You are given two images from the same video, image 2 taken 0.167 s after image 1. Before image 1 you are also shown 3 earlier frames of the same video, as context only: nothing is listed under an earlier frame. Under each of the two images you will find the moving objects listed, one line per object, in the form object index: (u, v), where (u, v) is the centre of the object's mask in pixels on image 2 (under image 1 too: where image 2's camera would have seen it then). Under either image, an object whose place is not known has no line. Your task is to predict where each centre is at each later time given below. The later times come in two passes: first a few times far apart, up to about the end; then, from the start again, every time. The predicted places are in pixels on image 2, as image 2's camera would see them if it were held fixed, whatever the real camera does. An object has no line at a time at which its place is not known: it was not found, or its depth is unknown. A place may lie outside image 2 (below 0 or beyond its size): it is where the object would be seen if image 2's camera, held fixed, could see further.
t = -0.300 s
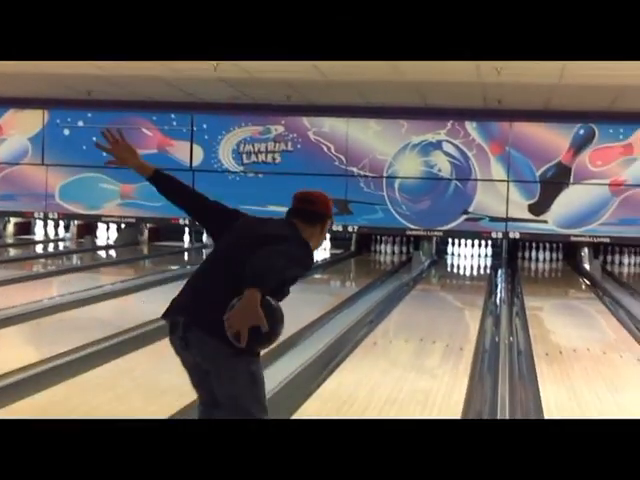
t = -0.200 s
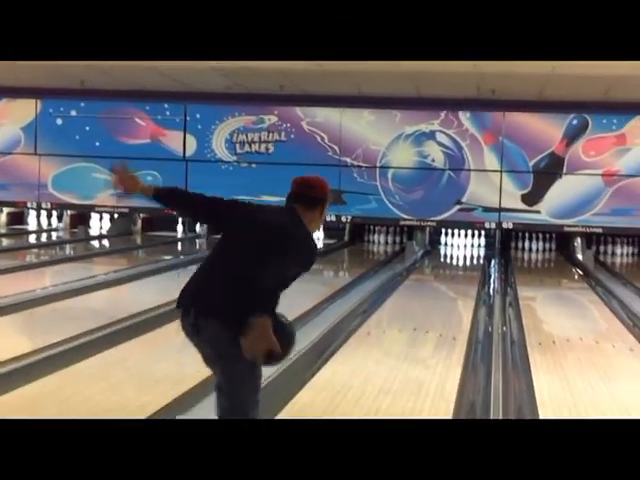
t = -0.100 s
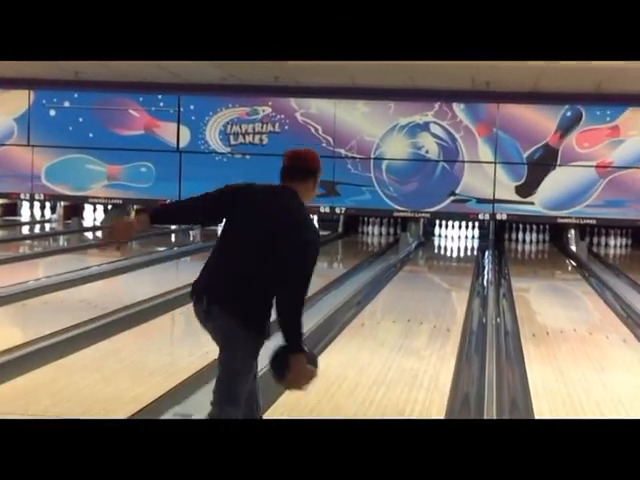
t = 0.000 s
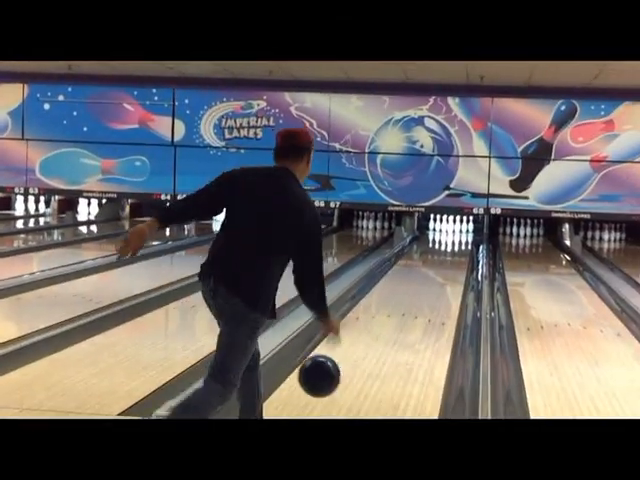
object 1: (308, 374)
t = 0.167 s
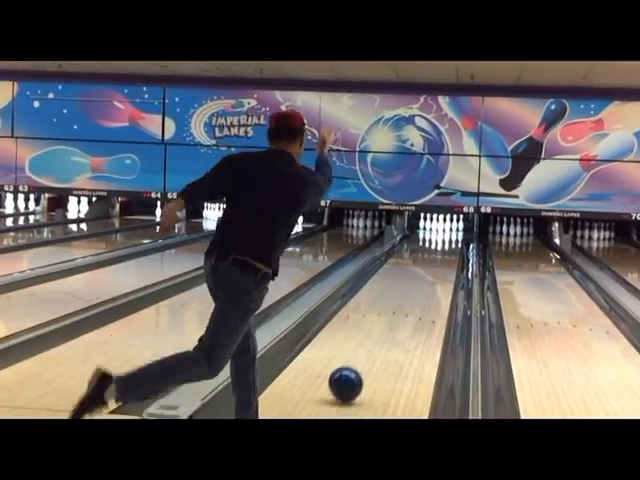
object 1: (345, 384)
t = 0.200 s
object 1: (352, 376)
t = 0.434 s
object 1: (384, 337)
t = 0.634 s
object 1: (402, 314)
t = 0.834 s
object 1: (415, 296)
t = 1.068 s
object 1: (425, 281)
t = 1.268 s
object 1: (432, 270)
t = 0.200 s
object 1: (352, 376)
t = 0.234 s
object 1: (357, 369)
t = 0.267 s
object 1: (362, 365)
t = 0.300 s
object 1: (368, 359)
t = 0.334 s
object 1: (372, 353)
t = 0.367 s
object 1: (376, 347)
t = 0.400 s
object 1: (380, 343)
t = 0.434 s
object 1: (384, 337)
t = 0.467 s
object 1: (388, 333)
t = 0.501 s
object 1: (391, 329)
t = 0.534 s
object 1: (394, 325)
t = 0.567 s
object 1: (397, 321)
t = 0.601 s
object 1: (399, 317)
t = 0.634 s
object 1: (402, 314)
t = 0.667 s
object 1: (405, 311)
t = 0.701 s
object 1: (407, 307)
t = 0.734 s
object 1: (409, 305)
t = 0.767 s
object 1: (411, 302)
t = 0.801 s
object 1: (413, 299)
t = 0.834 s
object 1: (415, 296)
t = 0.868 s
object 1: (416, 294)
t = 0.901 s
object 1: (418, 292)
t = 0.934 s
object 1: (420, 289)
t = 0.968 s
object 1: (421, 287)
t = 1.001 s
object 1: (423, 285)
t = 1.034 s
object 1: (424, 283)
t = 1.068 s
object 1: (425, 281)
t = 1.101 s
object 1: (426, 279)
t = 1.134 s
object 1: (427, 277)
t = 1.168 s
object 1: (428, 275)
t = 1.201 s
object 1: (430, 274)
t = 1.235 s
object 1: (431, 272)
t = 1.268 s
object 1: (432, 270)
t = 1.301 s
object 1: (433, 268)
